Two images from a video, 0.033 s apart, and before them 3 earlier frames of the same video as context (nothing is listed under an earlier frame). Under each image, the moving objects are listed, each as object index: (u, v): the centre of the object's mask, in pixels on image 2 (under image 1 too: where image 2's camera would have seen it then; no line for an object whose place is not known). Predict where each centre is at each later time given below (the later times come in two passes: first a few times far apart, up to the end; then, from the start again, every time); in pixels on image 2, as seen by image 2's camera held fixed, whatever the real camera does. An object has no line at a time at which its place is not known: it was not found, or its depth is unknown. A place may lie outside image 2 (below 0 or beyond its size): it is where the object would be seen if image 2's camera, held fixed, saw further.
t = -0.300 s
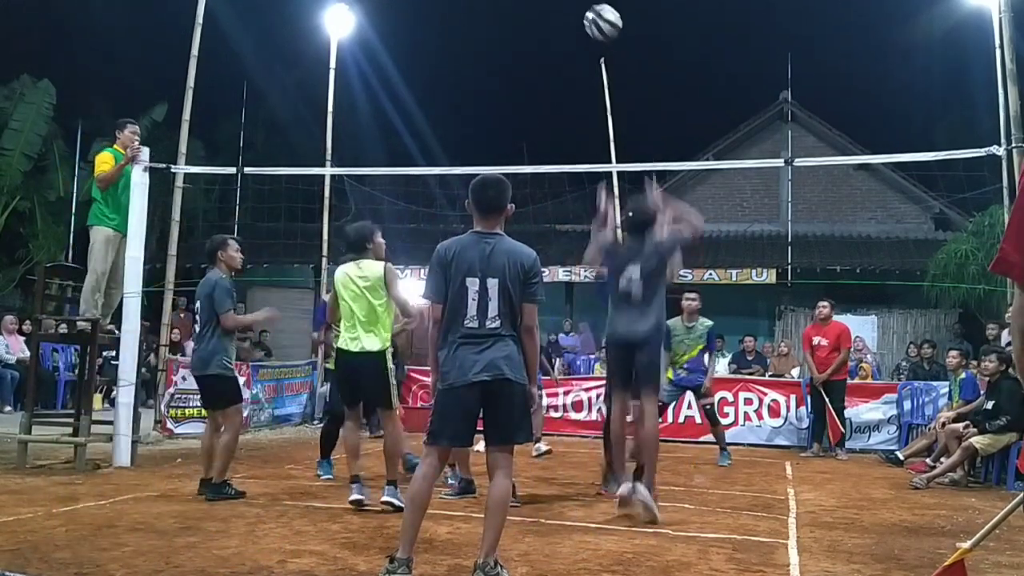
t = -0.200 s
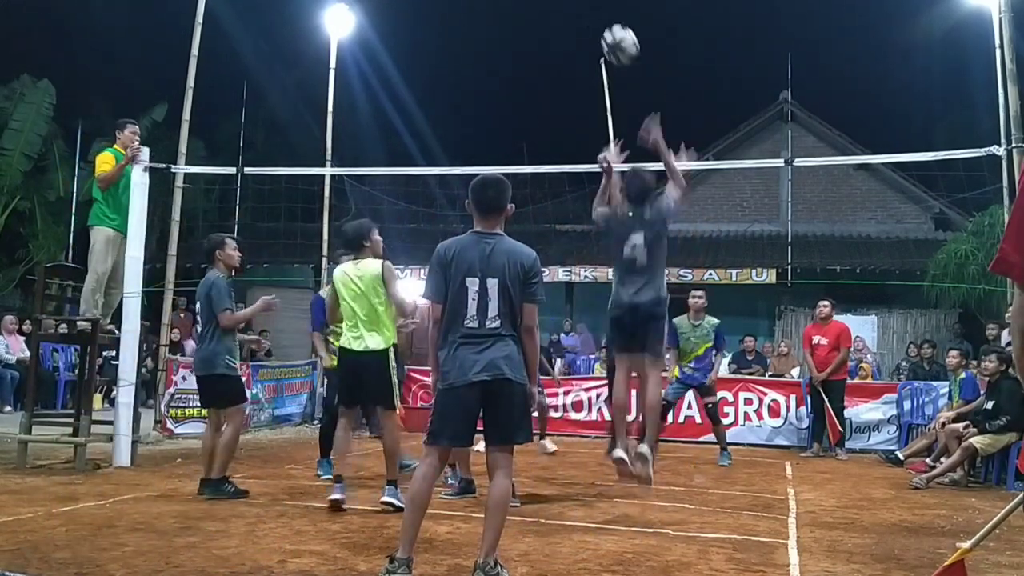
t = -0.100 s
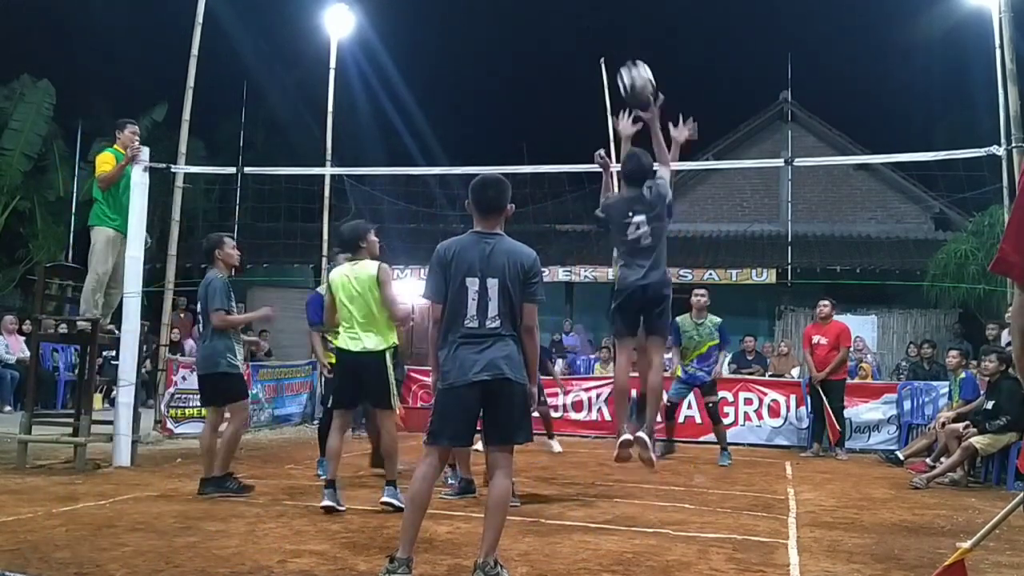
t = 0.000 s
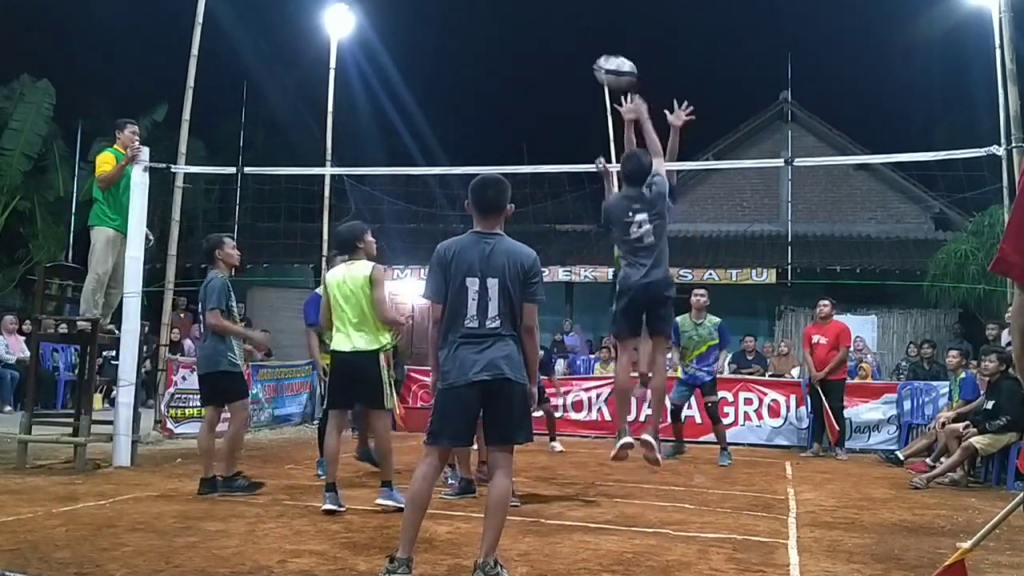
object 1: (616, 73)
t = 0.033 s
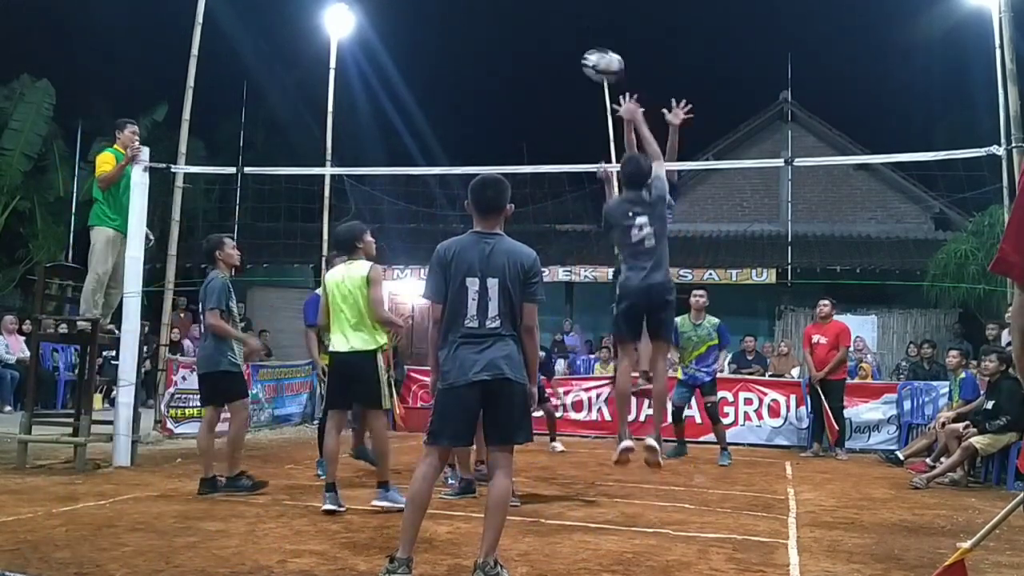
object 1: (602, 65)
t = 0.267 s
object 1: (524, 68)
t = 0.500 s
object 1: (457, 136)
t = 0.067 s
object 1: (590, 60)
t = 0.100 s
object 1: (579, 57)
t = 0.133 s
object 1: (568, 57)
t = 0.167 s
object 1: (556, 57)
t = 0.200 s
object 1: (545, 59)
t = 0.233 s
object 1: (534, 63)
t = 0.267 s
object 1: (524, 68)
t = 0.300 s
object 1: (514, 74)
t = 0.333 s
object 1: (504, 82)
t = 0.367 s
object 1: (494, 90)
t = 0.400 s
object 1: (485, 99)
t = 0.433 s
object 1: (475, 110)
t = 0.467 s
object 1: (466, 123)
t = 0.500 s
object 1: (457, 136)
